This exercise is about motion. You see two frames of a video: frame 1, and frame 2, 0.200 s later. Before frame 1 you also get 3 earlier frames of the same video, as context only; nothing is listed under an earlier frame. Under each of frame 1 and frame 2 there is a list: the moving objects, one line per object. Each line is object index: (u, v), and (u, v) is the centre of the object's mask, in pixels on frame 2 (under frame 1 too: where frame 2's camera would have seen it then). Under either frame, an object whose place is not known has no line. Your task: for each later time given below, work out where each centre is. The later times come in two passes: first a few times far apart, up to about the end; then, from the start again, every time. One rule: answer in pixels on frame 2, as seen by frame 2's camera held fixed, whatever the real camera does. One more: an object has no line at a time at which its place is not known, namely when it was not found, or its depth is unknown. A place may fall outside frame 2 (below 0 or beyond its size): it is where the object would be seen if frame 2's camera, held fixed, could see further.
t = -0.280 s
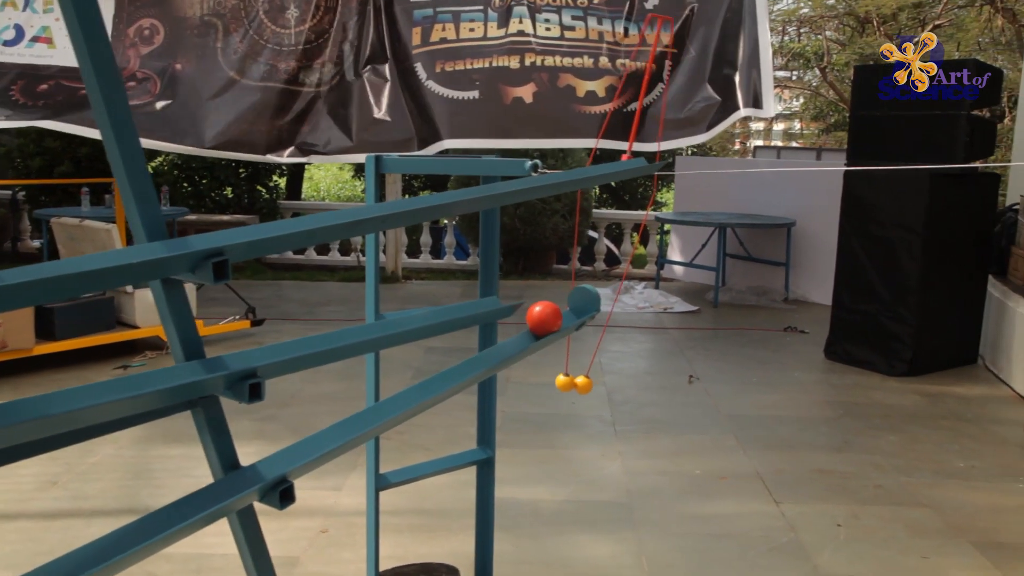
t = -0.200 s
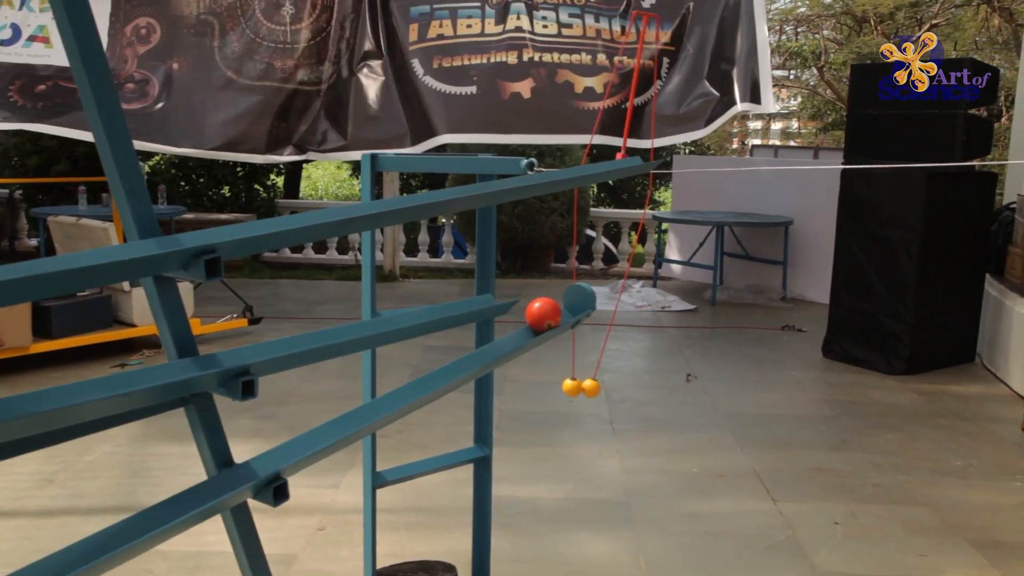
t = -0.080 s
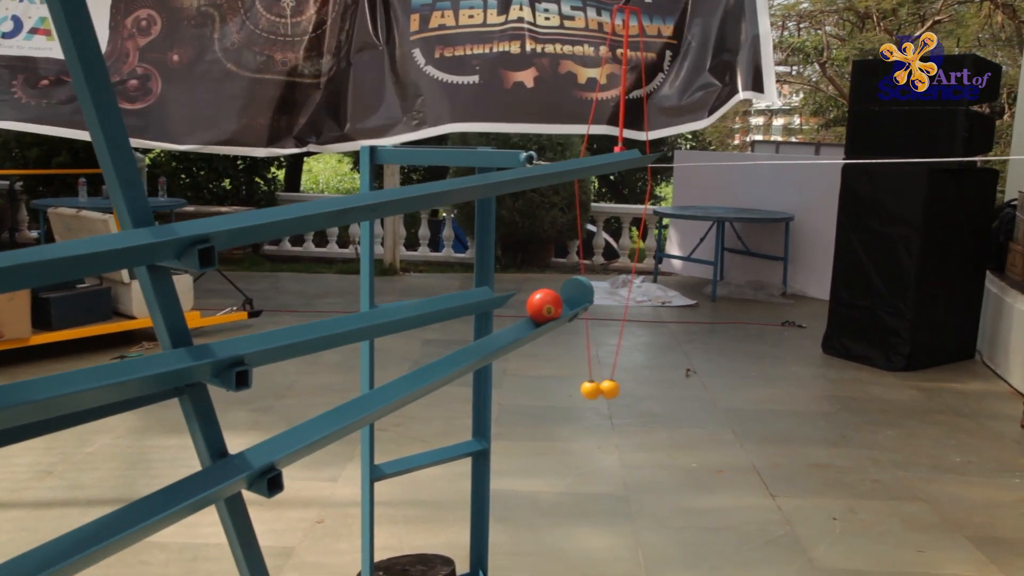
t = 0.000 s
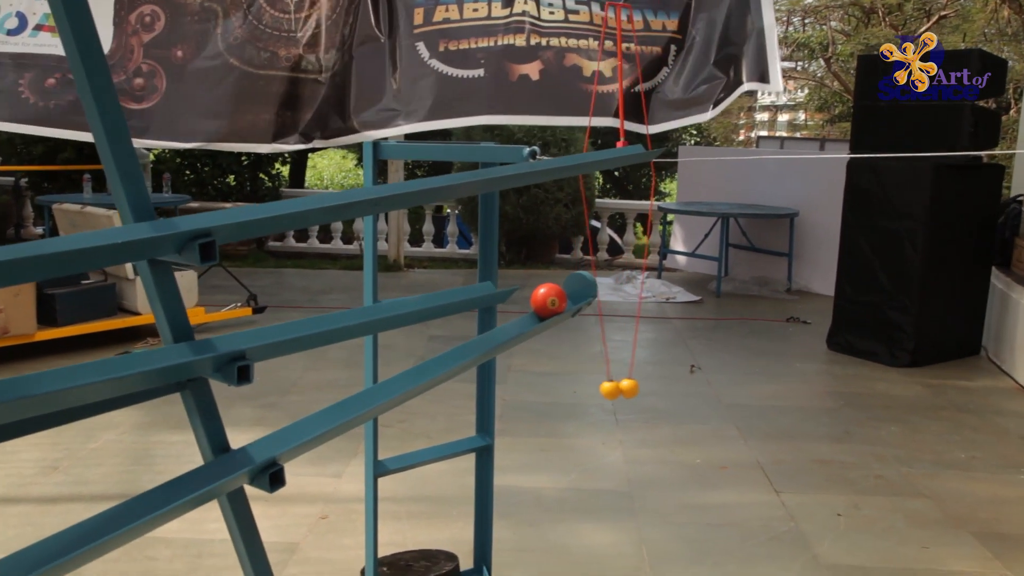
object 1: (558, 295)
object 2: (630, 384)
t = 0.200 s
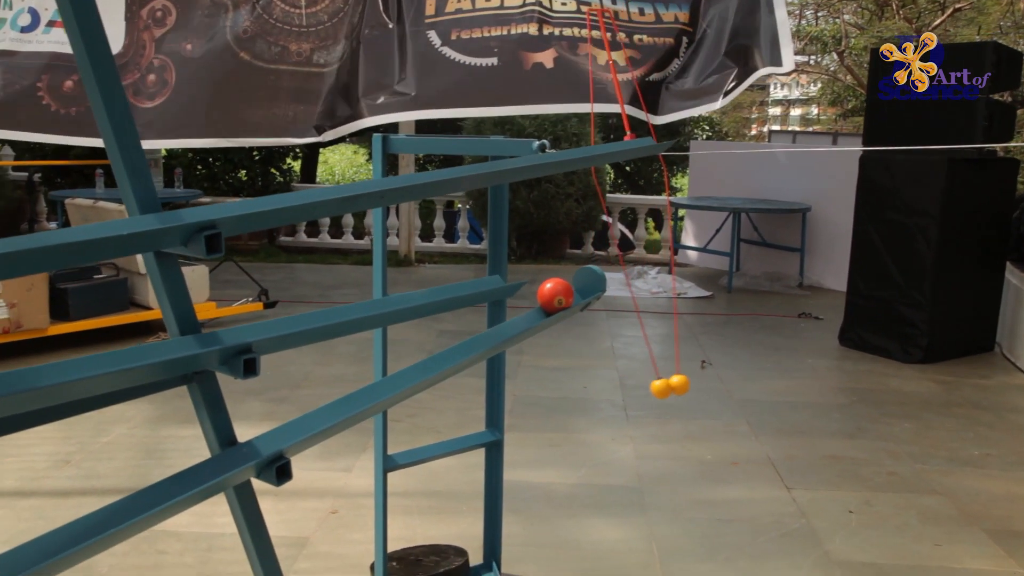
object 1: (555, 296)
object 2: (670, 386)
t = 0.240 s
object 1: (554, 297)
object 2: (677, 385)
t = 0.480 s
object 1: (540, 303)
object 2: (710, 378)
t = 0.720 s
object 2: (712, 377)
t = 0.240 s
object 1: (554, 297)
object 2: (677, 385)
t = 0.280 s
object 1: (552, 297)
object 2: (684, 385)
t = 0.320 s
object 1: (550, 298)
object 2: (691, 383)
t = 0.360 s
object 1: (547, 299)
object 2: (697, 382)
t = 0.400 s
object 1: (545, 300)
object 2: (702, 380)
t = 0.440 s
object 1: (542, 301)
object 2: (706, 378)
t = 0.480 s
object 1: (540, 303)
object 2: (710, 378)
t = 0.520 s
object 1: (536, 304)
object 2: (712, 377)
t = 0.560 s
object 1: (532, 306)
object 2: (714, 377)
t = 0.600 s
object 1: (528, 308)
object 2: (715, 376)
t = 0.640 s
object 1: (524, 310)
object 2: (714, 376)
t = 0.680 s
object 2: (713, 376)
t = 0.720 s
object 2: (712, 377)
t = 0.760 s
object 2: (709, 377)
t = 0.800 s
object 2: (706, 378)
